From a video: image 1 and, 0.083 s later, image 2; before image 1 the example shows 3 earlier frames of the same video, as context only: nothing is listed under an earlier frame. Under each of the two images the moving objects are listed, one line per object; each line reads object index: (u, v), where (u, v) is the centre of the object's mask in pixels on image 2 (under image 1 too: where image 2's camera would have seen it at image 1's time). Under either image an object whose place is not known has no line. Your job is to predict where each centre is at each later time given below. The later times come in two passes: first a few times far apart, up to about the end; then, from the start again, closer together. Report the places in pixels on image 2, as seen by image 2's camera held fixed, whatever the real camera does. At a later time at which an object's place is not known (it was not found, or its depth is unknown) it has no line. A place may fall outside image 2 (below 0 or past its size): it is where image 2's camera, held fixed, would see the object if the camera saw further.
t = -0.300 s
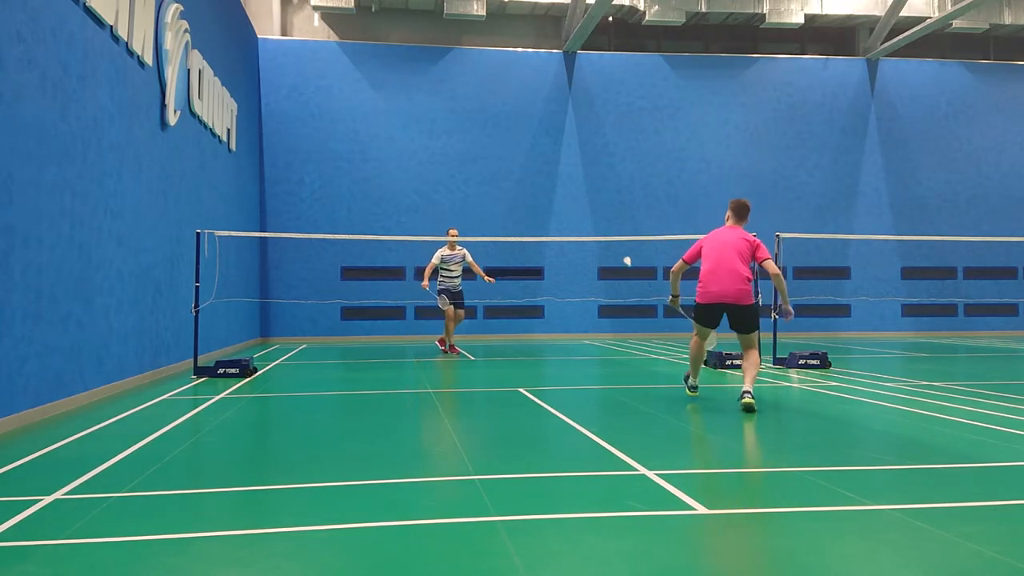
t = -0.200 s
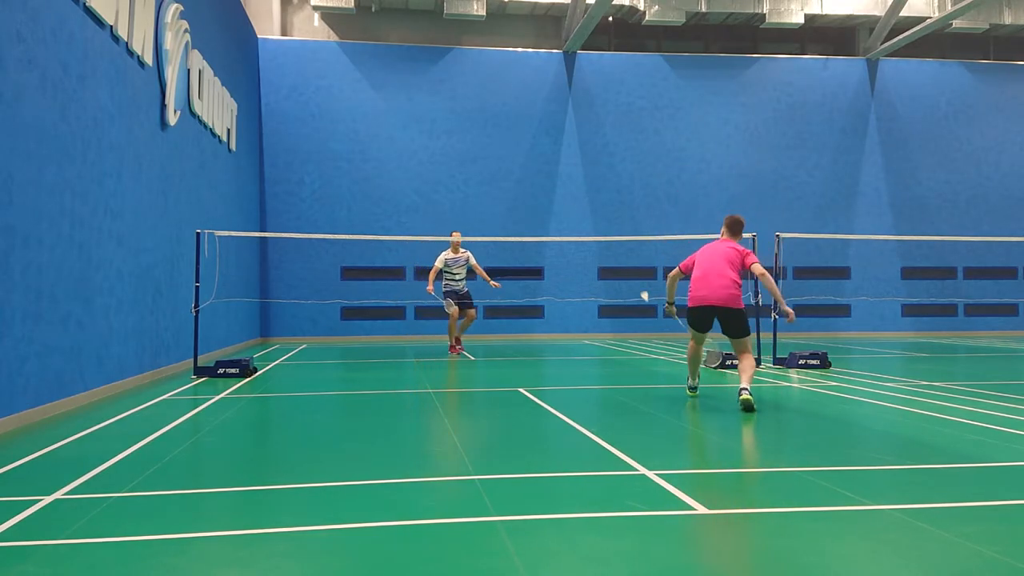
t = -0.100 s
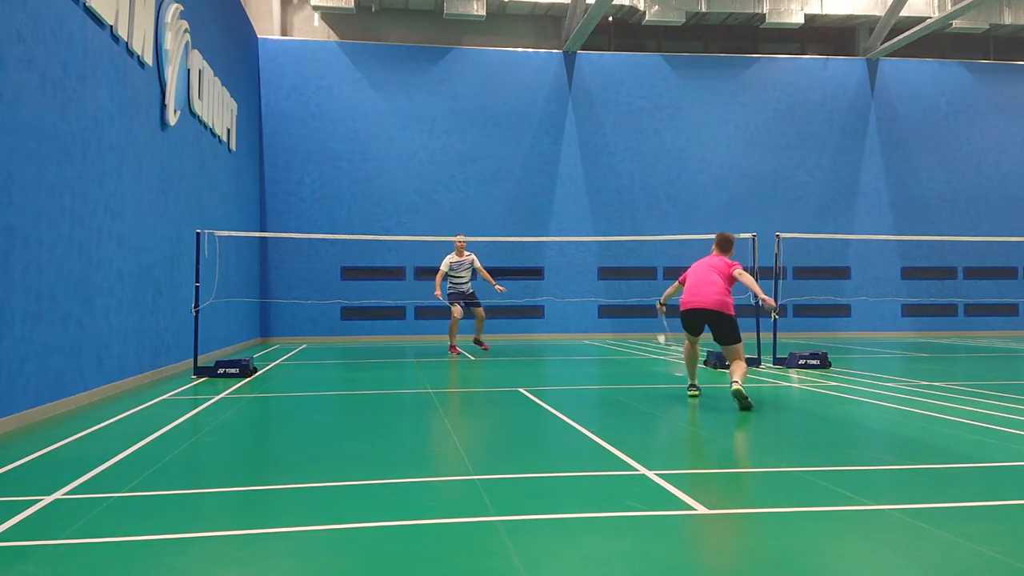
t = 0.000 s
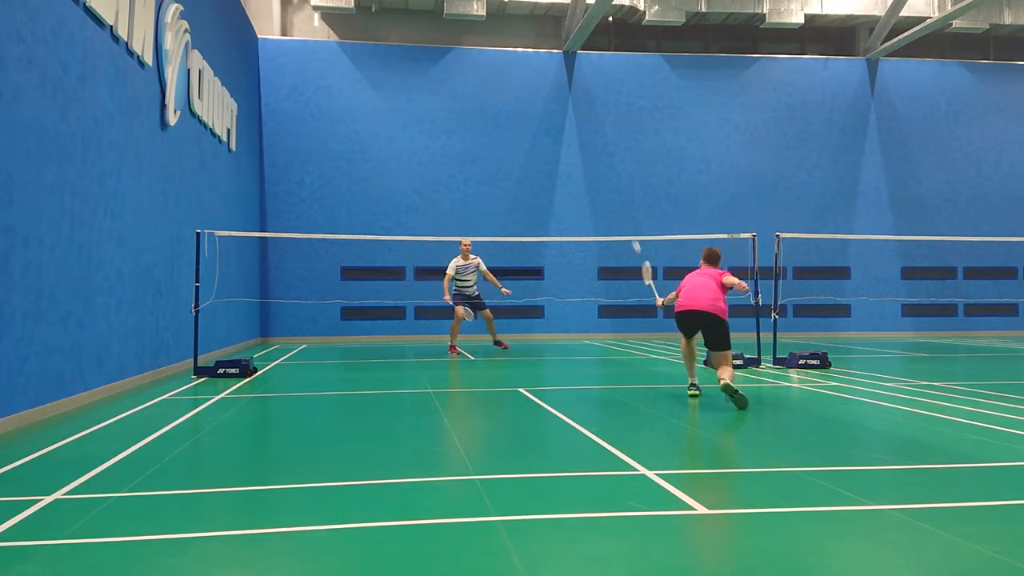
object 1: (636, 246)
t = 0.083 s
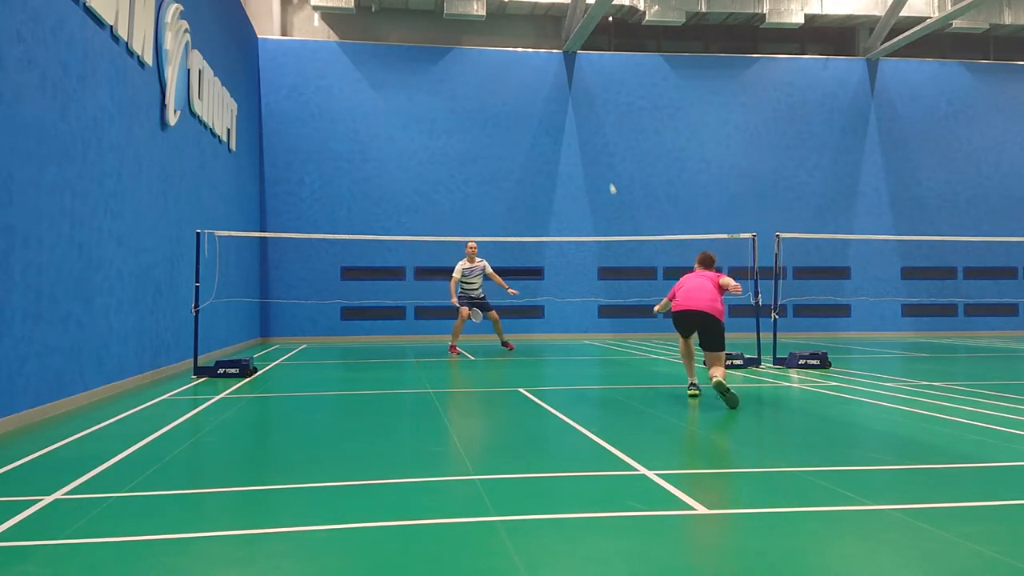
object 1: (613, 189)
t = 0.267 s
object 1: (585, 130)
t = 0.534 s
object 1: (565, 116)
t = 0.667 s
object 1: (559, 127)
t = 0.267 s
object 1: (585, 130)
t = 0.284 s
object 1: (584, 128)
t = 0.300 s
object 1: (582, 125)
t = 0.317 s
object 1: (580, 123)
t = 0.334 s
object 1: (579, 121)
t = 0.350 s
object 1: (577, 120)
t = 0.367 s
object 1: (576, 118)
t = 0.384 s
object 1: (575, 117)
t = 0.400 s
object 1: (573, 116)
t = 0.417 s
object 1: (572, 116)
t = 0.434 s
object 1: (571, 115)
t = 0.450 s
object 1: (570, 115)
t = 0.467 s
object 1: (569, 115)
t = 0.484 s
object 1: (567, 115)
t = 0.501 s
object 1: (567, 115)
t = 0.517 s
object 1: (566, 116)
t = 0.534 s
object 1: (565, 116)
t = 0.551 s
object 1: (564, 117)
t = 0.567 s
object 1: (563, 118)
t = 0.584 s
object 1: (562, 119)
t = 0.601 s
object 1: (562, 120)
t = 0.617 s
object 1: (561, 122)
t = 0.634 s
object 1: (560, 123)
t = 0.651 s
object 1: (559, 125)
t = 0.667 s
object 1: (559, 127)
